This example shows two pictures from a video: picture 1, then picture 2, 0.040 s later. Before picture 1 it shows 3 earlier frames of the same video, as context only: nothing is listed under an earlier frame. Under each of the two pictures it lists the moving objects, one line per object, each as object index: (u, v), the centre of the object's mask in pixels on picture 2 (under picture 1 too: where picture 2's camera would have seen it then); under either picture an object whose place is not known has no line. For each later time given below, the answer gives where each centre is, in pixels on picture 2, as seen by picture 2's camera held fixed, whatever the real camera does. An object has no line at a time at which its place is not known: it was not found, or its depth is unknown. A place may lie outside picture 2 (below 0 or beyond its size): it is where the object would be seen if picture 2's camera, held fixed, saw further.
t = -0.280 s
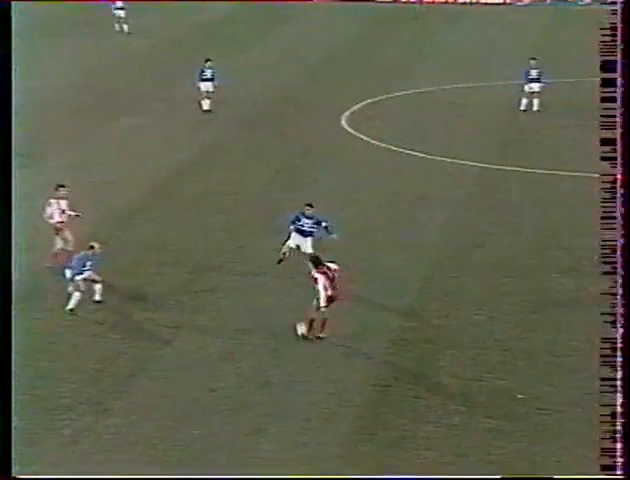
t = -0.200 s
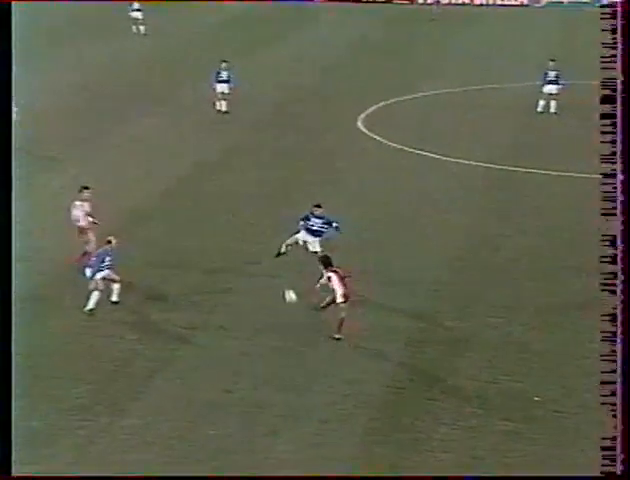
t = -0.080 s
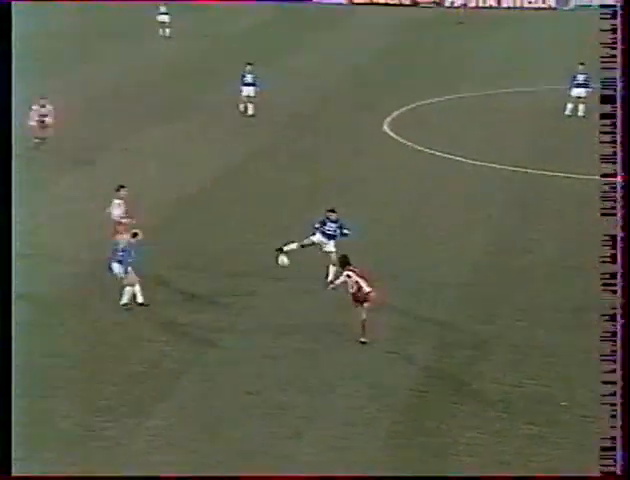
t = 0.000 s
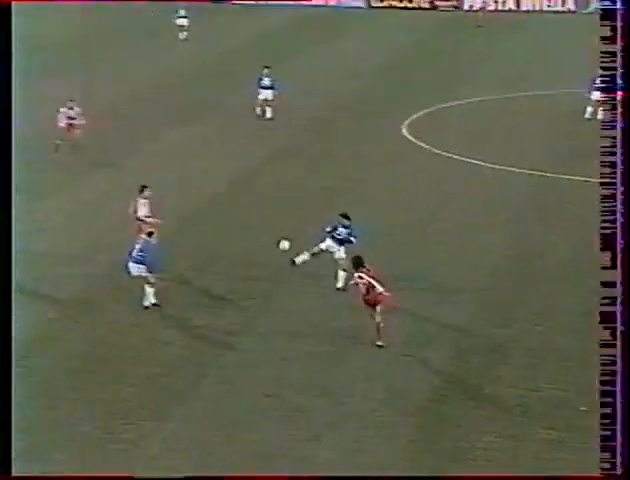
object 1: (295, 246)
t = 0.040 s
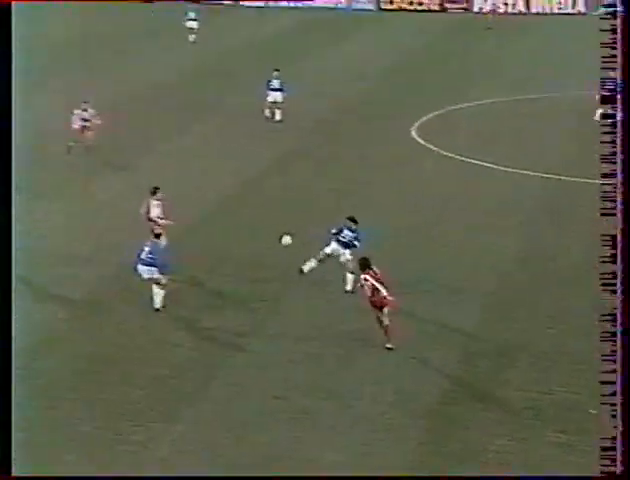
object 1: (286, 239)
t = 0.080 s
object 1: (282, 234)
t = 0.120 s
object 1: (277, 231)
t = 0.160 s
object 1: (270, 226)
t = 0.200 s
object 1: (266, 224)
